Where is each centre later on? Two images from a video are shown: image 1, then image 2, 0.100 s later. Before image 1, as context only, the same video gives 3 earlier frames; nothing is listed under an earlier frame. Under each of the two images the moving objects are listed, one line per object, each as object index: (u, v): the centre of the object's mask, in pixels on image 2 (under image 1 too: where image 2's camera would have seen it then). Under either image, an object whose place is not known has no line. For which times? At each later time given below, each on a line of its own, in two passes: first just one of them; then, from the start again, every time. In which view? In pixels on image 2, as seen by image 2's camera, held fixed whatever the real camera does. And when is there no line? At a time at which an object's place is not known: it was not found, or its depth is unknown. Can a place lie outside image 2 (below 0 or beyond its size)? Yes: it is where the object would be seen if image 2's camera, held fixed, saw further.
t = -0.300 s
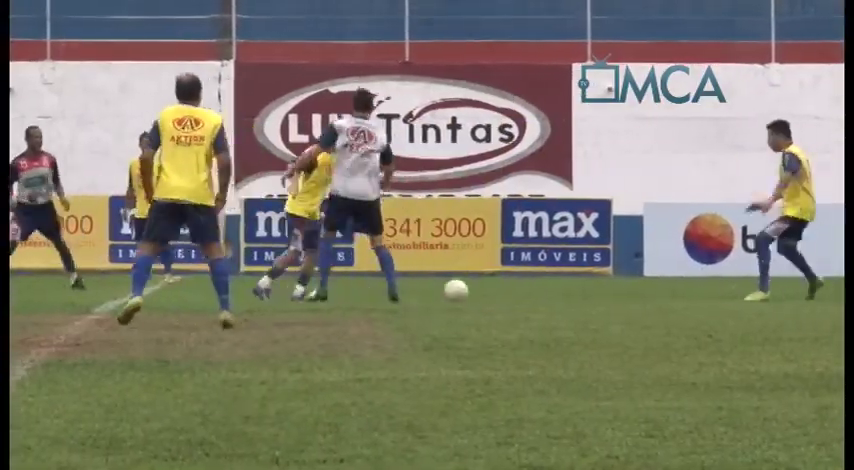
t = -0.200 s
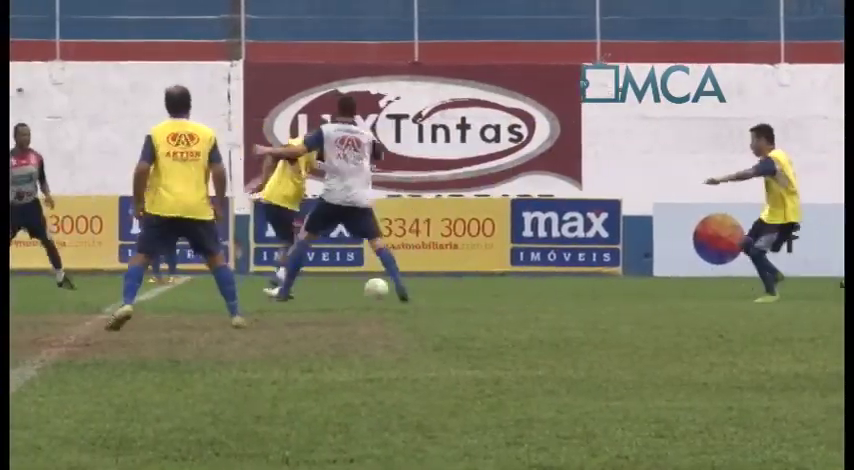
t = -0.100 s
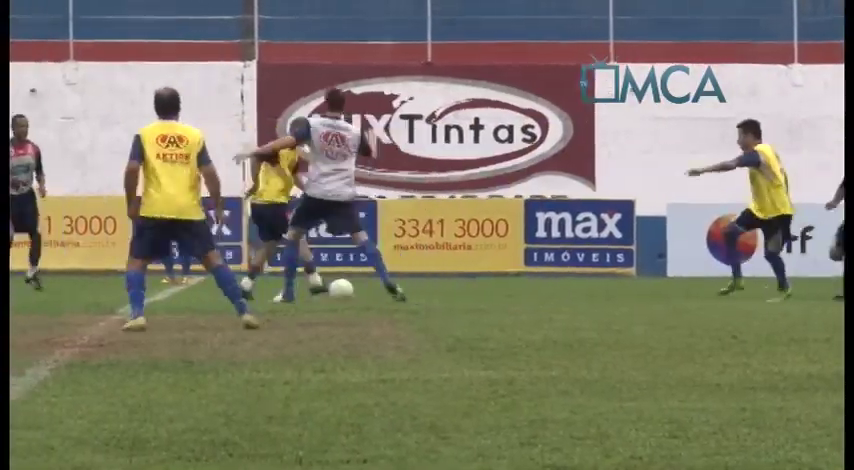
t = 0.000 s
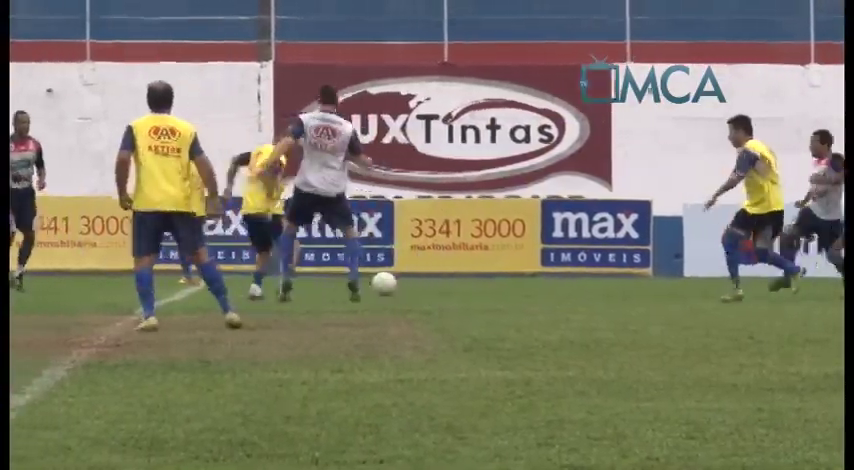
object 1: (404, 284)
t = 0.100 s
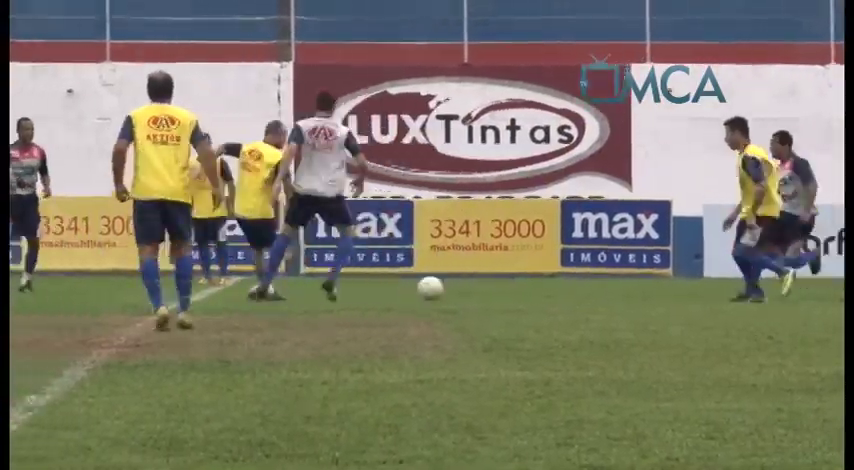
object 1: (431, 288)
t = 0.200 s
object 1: (457, 289)
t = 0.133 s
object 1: (441, 290)
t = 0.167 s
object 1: (449, 289)
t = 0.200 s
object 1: (457, 289)
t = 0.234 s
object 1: (464, 288)
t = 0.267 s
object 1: (471, 288)
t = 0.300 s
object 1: (481, 290)
